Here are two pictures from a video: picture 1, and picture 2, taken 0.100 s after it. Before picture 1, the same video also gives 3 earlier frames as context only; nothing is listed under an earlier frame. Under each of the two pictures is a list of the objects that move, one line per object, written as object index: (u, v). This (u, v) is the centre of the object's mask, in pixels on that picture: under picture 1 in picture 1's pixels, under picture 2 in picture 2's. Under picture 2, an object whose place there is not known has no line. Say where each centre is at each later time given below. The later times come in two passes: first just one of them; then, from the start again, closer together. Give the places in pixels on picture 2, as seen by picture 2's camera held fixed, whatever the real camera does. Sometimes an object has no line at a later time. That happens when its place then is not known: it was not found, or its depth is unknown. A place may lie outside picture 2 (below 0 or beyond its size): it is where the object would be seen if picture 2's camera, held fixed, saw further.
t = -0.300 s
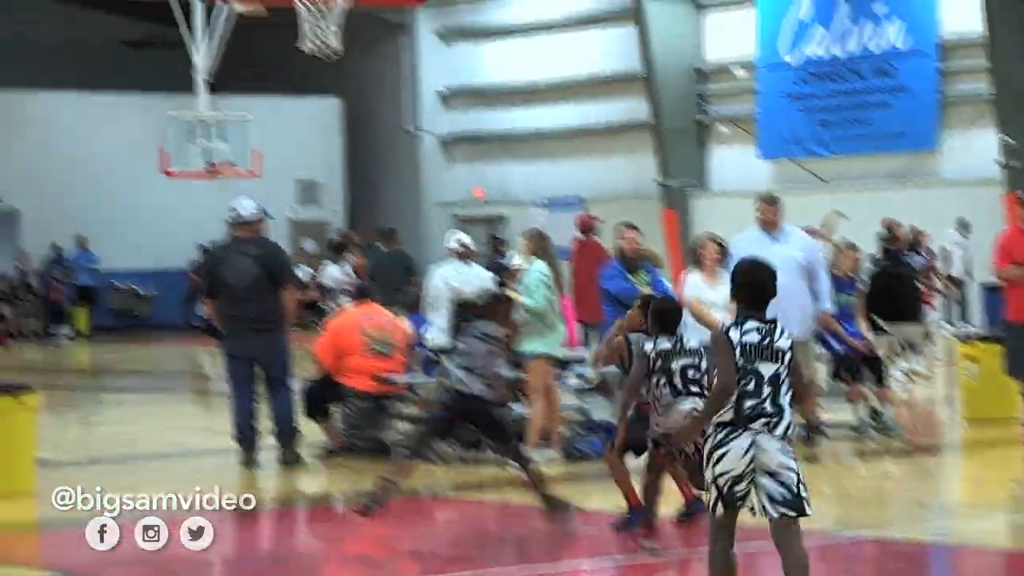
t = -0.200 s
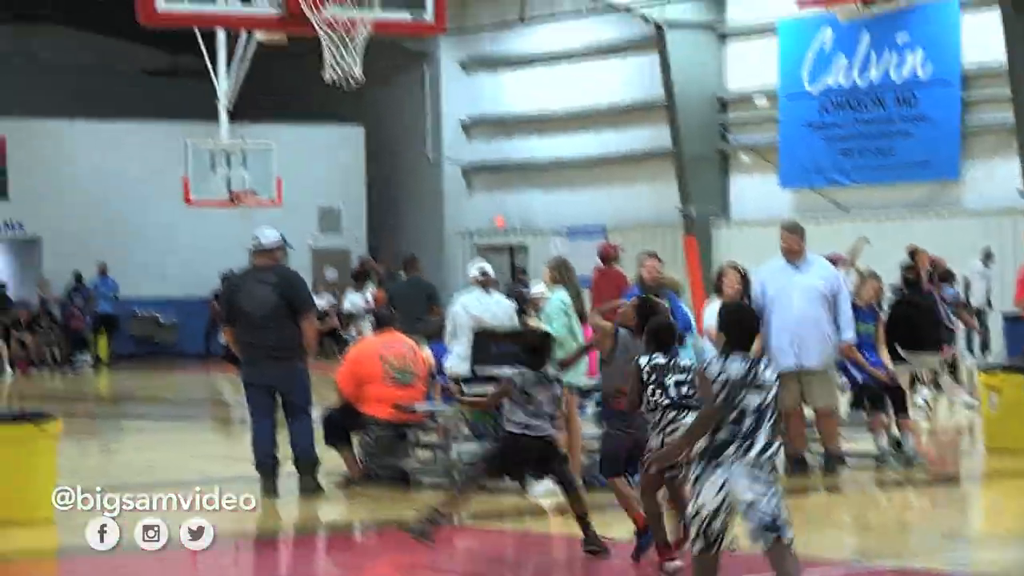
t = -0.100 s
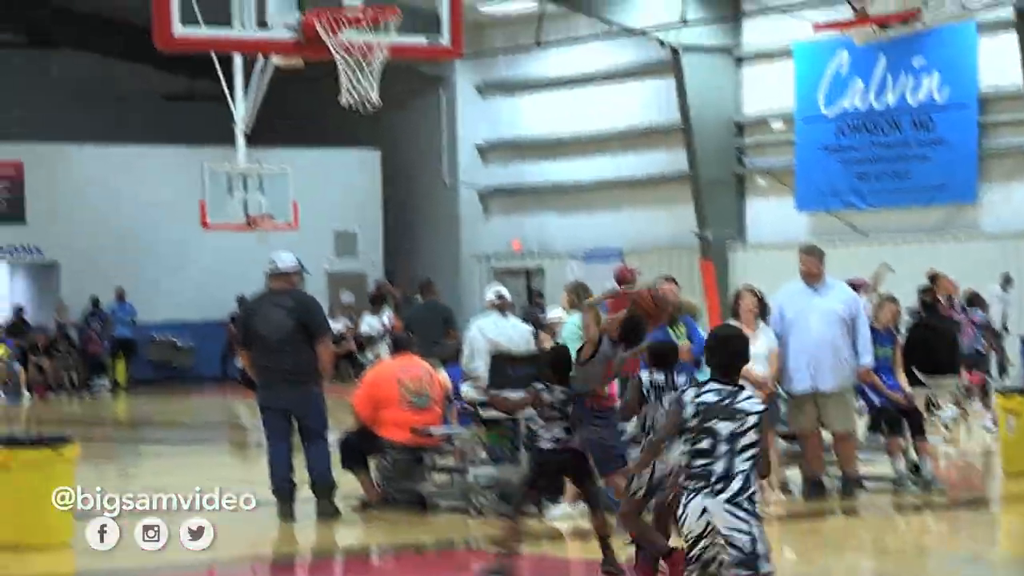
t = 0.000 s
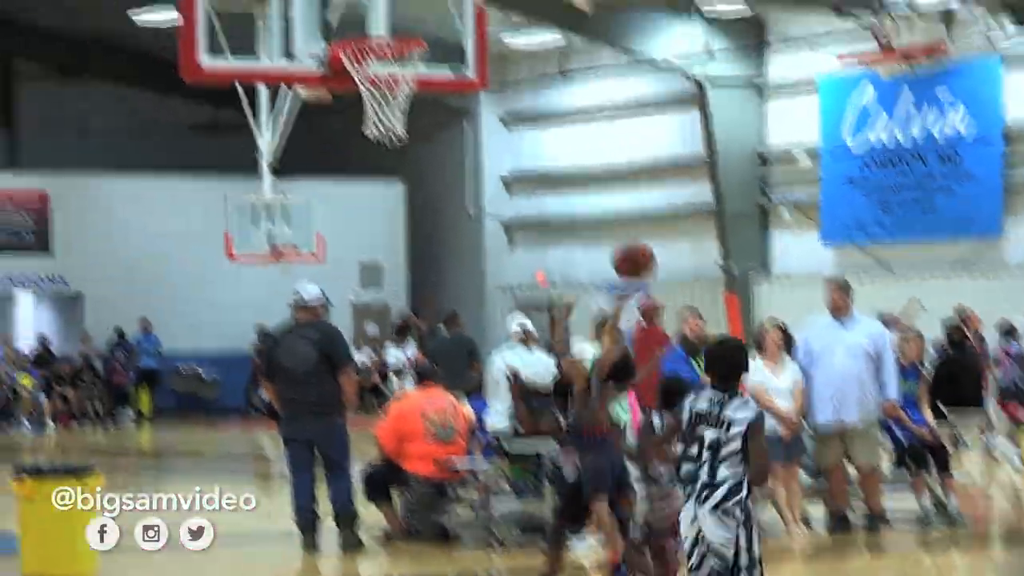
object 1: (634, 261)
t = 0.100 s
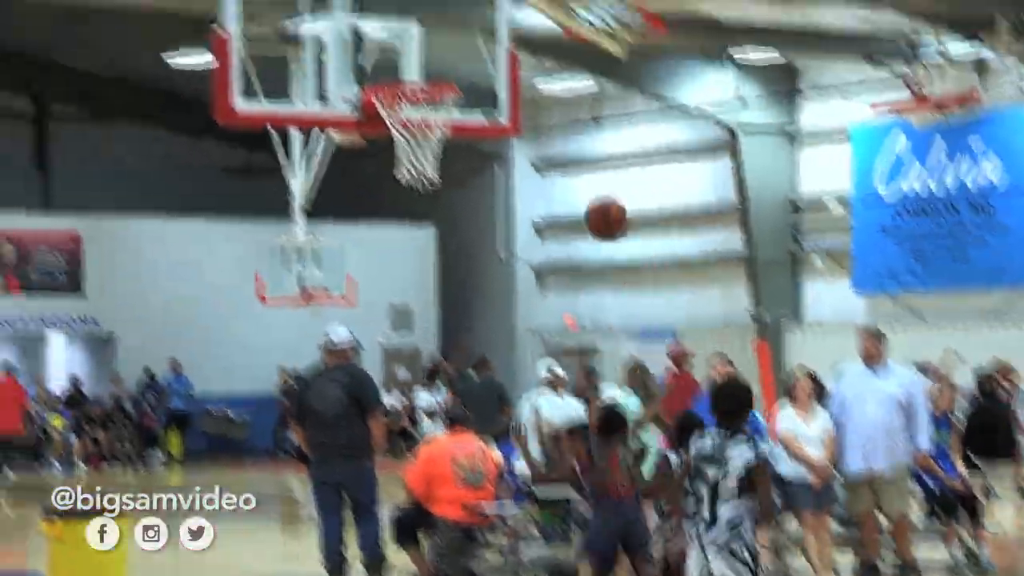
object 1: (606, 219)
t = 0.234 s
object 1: (531, 129)
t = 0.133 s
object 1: (587, 190)
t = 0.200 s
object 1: (549, 147)
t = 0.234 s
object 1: (531, 129)
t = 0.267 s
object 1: (510, 112)
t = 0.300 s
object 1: (491, 97)
